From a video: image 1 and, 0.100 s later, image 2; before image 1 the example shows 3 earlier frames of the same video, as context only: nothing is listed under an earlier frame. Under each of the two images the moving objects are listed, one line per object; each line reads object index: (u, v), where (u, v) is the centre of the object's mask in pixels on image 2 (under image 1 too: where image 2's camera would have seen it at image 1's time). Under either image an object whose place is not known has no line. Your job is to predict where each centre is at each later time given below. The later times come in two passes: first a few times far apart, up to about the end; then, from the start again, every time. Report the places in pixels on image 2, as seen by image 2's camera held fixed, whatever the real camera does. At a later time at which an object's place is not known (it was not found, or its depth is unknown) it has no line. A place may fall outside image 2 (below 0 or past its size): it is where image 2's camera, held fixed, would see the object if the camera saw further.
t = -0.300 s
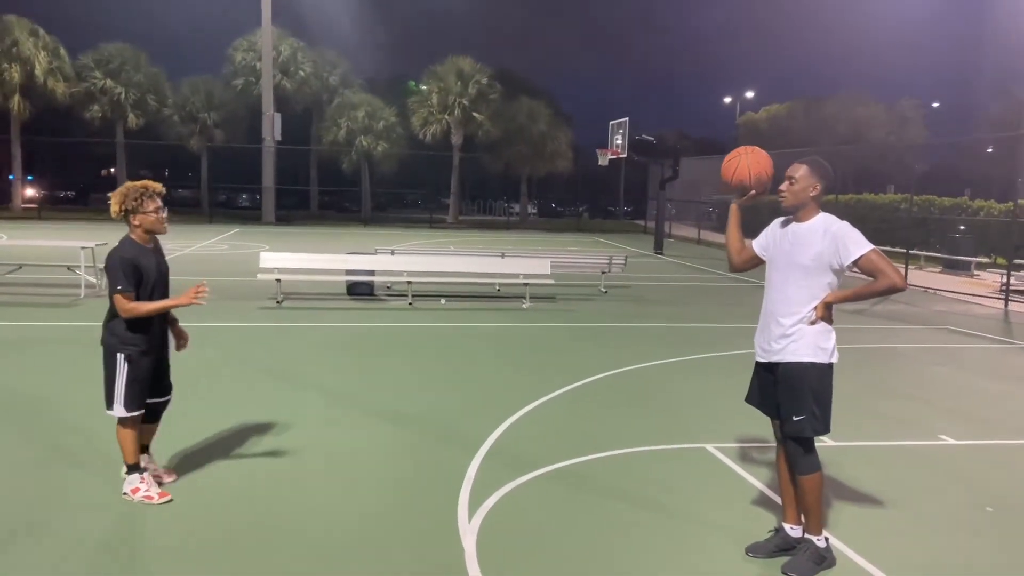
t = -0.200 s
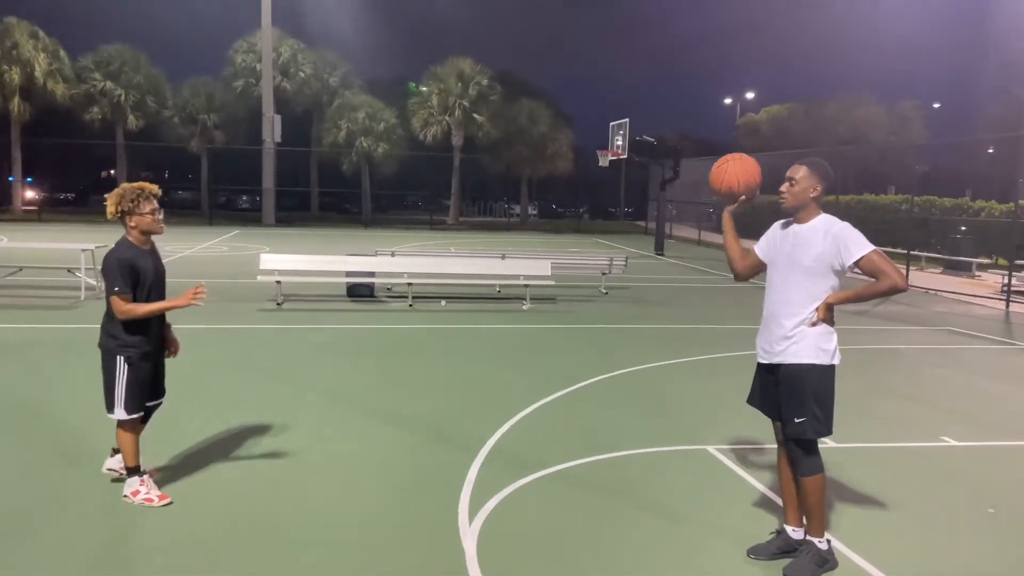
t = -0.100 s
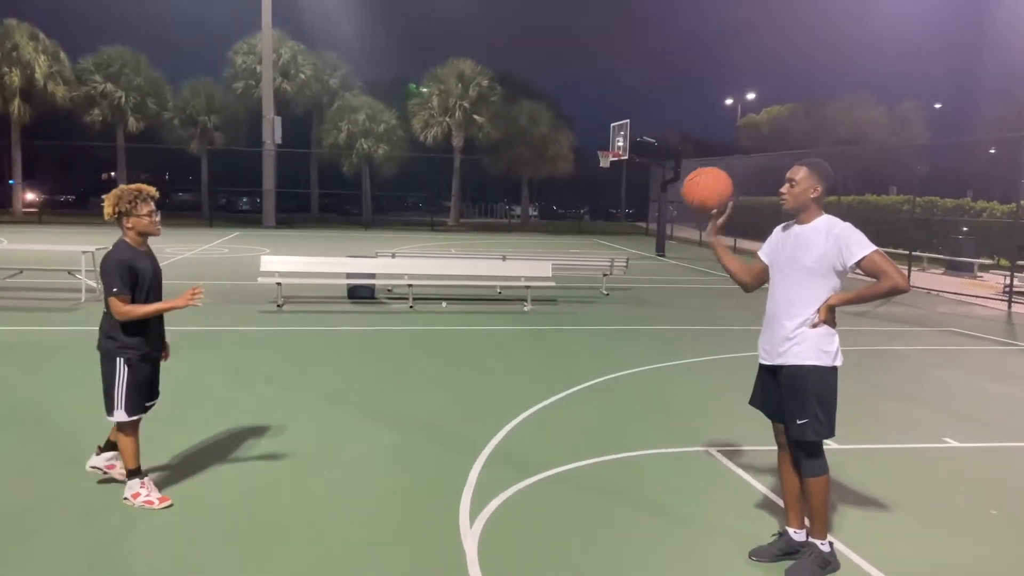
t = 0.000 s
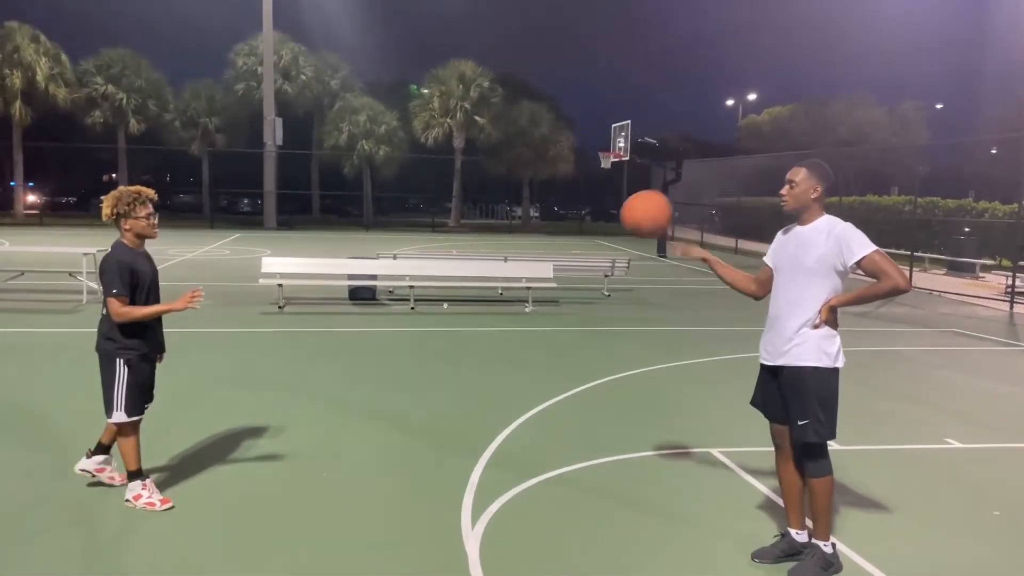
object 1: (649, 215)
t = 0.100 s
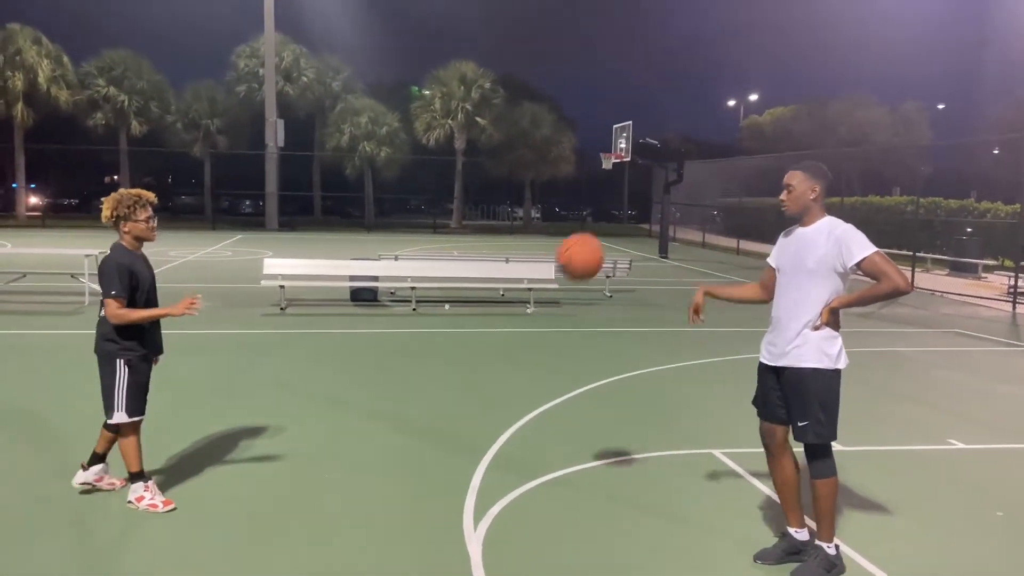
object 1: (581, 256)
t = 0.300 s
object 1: (455, 390)
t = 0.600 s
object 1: (334, 356)
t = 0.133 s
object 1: (559, 275)
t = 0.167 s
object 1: (537, 295)
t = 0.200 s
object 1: (517, 316)
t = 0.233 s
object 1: (495, 340)
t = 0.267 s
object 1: (475, 365)
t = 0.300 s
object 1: (455, 390)
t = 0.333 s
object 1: (435, 420)
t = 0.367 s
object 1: (415, 450)
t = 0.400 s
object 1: (395, 481)
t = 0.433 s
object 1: (383, 474)
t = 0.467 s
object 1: (373, 446)
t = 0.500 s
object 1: (362, 420)
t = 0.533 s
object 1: (353, 397)
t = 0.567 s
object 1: (343, 376)
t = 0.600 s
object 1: (334, 356)
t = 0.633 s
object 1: (323, 339)
